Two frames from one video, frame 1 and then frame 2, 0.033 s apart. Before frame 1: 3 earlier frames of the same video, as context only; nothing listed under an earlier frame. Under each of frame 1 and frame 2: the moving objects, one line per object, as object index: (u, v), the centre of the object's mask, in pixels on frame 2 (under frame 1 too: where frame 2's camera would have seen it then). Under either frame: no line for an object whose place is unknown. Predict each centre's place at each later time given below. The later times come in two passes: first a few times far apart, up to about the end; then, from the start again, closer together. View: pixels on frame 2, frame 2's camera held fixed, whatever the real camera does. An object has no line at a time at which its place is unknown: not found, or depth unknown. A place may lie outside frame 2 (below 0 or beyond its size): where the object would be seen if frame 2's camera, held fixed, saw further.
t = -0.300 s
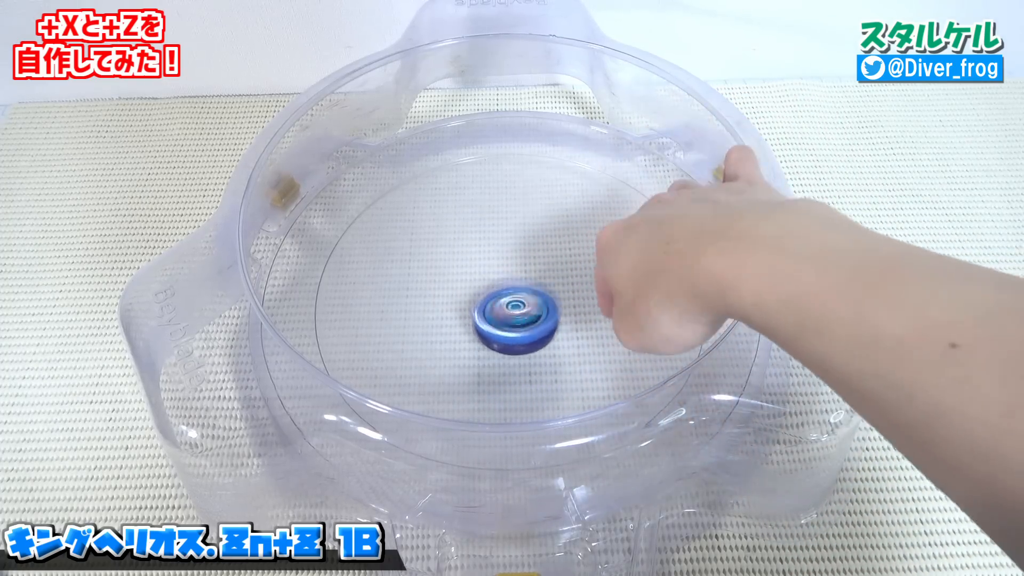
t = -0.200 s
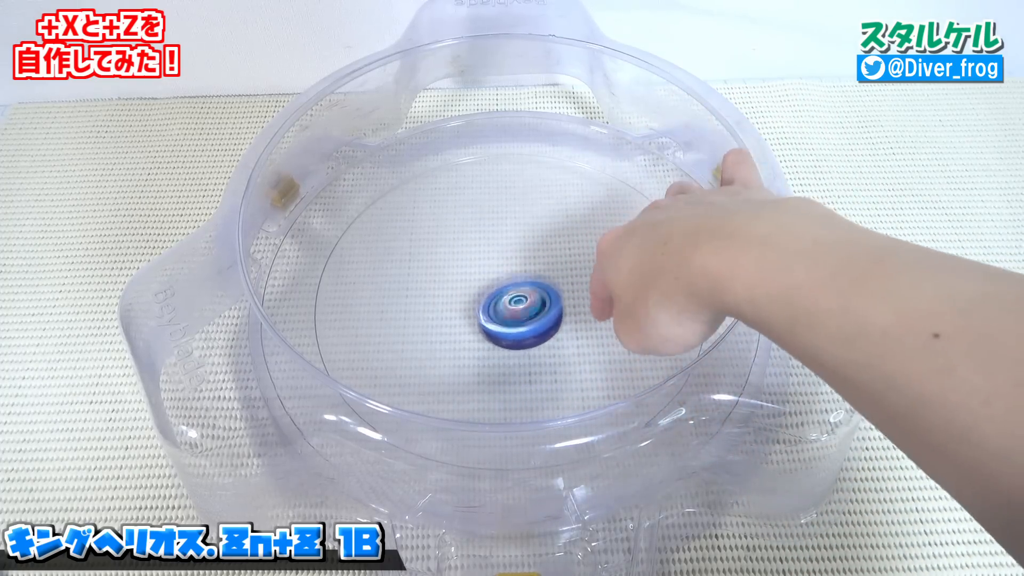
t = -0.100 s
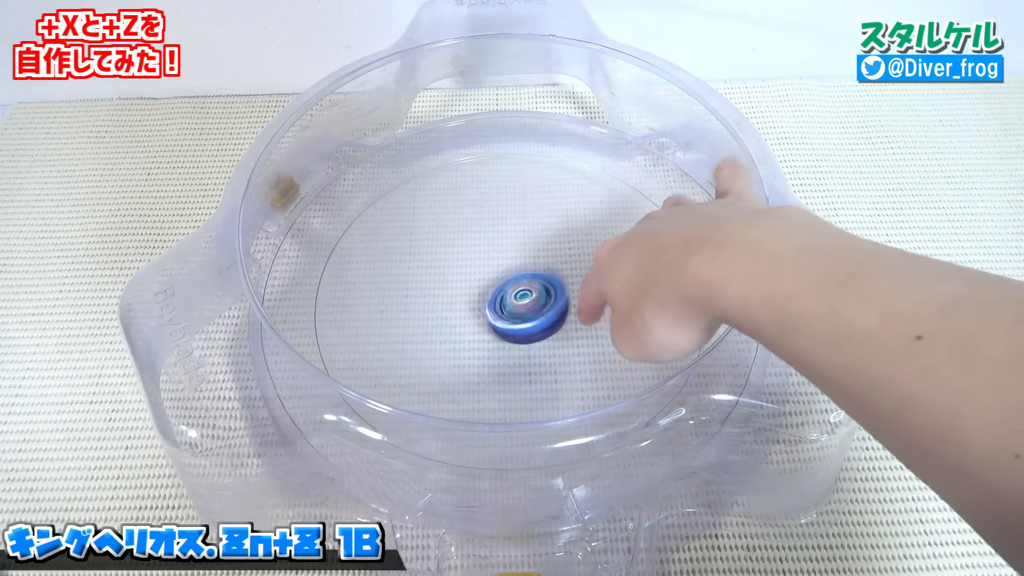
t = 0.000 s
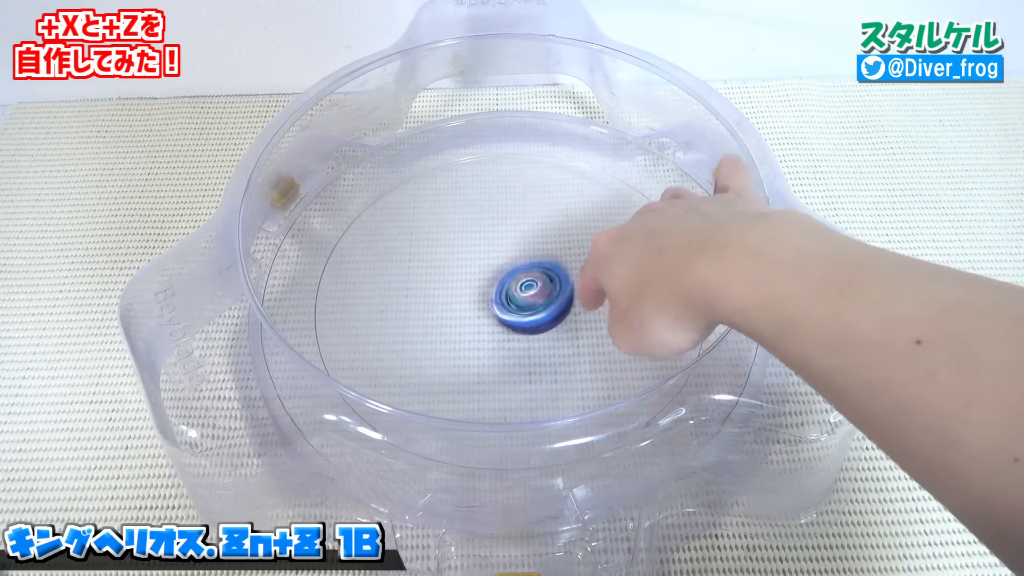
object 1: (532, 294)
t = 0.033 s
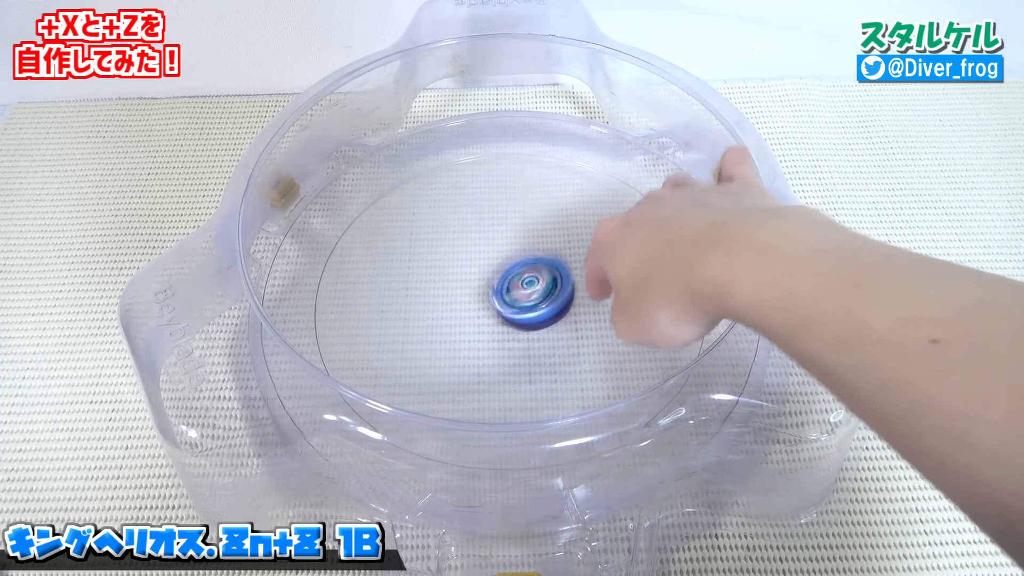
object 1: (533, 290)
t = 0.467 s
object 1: (520, 260)
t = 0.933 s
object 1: (487, 291)
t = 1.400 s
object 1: (517, 297)
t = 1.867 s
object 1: (527, 271)
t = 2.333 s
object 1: (493, 286)
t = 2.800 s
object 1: (515, 289)
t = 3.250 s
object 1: (514, 270)
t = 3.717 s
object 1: (510, 285)
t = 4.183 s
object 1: (510, 280)
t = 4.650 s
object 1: (514, 271)
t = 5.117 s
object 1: (503, 277)
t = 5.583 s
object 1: (502, 278)
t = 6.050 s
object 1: (498, 273)
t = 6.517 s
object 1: (508, 276)
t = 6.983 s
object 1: (514, 278)
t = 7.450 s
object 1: (511, 275)
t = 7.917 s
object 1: (512, 284)
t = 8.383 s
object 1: (503, 283)
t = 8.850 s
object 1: (504, 288)
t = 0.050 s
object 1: (533, 288)
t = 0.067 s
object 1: (534, 286)
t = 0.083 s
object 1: (534, 283)
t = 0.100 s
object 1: (534, 281)
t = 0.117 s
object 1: (534, 279)
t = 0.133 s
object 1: (535, 277)
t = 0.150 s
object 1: (535, 275)
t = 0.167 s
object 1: (534, 274)
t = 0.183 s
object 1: (533, 272)
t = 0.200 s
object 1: (533, 271)
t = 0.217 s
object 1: (533, 270)
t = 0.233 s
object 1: (533, 268)
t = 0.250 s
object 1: (532, 266)
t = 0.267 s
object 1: (531, 265)
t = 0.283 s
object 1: (531, 264)
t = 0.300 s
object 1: (531, 263)
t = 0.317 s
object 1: (530, 262)
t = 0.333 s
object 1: (529, 262)
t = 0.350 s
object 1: (527, 261)
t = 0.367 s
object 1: (526, 261)
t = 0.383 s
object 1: (525, 260)
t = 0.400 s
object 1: (524, 260)
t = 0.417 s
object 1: (524, 261)
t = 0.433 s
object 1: (523, 261)
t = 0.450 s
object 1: (521, 261)
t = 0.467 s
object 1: (520, 260)
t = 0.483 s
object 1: (519, 261)
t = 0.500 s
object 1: (518, 261)
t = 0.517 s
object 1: (517, 261)
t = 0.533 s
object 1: (516, 262)
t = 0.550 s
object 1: (515, 262)
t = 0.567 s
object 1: (513, 263)
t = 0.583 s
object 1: (512, 263)
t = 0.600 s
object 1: (510, 263)
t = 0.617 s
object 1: (508, 263)
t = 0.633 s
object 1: (506, 264)
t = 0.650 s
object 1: (505, 266)
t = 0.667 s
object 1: (504, 267)
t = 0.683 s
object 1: (502, 269)
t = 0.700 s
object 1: (500, 270)
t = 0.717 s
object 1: (498, 271)
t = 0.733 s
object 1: (497, 272)
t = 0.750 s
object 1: (496, 273)
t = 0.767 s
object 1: (495, 275)
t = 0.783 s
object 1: (493, 277)
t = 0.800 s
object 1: (492, 279)
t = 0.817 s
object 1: (491, 279)
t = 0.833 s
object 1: (490, 282)
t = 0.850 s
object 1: (490, 283)
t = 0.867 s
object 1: (489, 285)
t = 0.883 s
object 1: (488, 286)
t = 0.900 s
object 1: (487, 288)
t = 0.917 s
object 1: (486, 290)
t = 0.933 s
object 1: (487, 291)
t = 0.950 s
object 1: (486, 293)
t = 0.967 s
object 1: (486, 294)
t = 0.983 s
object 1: (487, 295)
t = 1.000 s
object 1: (486, 297)
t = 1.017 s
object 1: (487, 297)
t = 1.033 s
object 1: (487, 297)
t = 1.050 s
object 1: (487, 298)
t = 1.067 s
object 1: (487, 299)
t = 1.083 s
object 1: (487, 302)
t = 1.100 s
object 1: (488, 303)
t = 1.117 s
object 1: (490, 299)
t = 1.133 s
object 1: (491, 299)
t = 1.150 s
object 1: (493, 299)
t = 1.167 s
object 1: (494, 301)
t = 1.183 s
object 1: (495, 301)
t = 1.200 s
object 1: (496, 301)
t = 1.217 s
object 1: (496, 301)
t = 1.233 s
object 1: (498, 301)
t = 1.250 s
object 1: (499, 301)
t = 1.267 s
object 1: (501, 302)
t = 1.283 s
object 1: (503, 301)
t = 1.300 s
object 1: (505, 300)
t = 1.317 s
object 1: (506, 300)
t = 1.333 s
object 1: (508, 299)
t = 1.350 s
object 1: (510, 298)
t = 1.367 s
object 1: (511, 298)
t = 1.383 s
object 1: (514, 298)
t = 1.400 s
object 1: (517, 297)
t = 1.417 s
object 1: (518, 295)
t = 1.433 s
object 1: (519, 295)
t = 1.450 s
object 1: (520, 293)
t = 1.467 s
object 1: (522, 292)
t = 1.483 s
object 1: (523, 291)
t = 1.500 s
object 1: (525, 290)
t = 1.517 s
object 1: (526, 289)
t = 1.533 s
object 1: (528, 286)
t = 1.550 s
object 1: (530, 286)
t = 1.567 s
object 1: (531, 284)
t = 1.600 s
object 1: (530, 283)
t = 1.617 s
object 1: (530, 282)
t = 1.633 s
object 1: (530, 281)
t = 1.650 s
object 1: (530, 280)
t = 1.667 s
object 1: (531, 279)
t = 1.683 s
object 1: (533, 278)
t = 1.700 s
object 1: (534, 277)
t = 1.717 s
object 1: (534, 276)
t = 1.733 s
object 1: (533, 275)
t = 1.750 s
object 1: (532, 275)
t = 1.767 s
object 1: (531, 275)
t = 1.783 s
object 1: (530, 276)
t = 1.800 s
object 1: (529, 275)
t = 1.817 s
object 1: (528, 273)
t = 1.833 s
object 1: (528, 272)
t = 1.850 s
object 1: (528, 271)
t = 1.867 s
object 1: (527, 271)
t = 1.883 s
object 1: (526, 271)
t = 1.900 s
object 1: (524, 271)
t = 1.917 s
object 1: (524, 273)
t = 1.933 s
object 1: (522, 272)
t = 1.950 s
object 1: (520, 272)
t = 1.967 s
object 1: (518, 271)
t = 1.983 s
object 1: (517, 271)
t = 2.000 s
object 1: (516, 272)
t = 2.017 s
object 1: (515, 272)
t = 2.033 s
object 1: (514, 273)
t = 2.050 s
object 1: (512, 273)
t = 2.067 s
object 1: (511, 273)
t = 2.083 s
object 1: (509, 274)
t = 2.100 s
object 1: (506, 274)
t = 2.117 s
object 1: (505, 274)
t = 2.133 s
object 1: (504, 276)
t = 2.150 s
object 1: (503, 276)
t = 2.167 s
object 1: (502, 277)
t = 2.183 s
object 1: (500, 277)
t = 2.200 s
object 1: (498, 278)
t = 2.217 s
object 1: (497, 278)
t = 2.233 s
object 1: (496, 280)
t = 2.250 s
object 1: (495, 281)
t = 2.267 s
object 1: (494, 283)
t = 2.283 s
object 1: (493, 283)
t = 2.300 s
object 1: (493, 285)
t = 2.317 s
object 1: (494, 285)
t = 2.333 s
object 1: (493, 286)
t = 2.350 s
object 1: (492, 288)
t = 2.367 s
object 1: (491, 289)
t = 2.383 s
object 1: (490, 290)
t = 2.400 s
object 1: (489, 289)
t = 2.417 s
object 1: (490, 291)
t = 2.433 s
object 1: (491, 291)
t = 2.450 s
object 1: (492, 290)
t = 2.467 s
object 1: (492, 291)
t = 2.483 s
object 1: (493, 290)
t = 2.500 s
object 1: (494, 291)
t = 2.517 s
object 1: (494, 292)
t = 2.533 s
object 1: (495, 292)
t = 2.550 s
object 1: (496, 293)
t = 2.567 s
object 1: (497, 294)
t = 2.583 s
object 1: (498, 293)
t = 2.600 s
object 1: (499, 294)
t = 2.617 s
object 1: (500, 294)
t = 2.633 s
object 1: (501, 294)
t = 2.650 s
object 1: (501, 294)
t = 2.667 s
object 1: (503, 293)
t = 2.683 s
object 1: (504, 294)
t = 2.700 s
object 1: (505, 293)
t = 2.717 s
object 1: (507, 293)
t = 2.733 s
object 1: (509, 292)
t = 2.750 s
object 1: (511, 292)
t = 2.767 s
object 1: (513, 291)
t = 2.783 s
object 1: (513, 291)
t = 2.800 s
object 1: (515, 289)
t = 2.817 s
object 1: (516, 290)
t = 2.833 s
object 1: (518, 290)
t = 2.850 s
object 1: (518, 289)
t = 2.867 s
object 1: (519, 288)
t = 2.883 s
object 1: (520, 286)
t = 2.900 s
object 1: (521, 285)
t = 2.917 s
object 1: (523, 285)
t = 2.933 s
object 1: (524, 284)
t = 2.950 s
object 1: (525, 283)
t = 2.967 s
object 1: (524, 283)
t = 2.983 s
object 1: (525, 282)
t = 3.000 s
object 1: (522, 281)
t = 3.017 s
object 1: (524, 282)
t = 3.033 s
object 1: (523, 280)
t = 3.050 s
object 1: (524, 278)
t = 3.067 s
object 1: (523, 277)
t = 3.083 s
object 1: (523, 278)
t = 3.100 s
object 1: (521, 277)
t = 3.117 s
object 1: (520, 276)
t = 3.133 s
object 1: (519, 276)
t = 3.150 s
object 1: (519, 274)
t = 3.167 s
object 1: (519, 273)
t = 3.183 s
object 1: (518, 271)
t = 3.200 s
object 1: (517, 270)
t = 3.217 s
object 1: (517, 270)
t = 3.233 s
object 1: (515, 270)
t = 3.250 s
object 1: (514, 270)
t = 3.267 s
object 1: (511, 271)
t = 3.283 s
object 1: (511, 273)
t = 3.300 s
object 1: (509, 274)
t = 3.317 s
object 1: (509, 275)
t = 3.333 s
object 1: (508, 276)
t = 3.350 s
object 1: (507, 276)
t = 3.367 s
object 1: (506, 276)
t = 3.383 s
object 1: (505, 275)
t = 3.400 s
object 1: (504, 276)
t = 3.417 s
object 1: (505, 277)
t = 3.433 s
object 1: (504, 278)
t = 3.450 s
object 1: (506, 279)
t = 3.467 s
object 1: (505, 280)
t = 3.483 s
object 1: (505, 280)
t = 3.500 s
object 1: (503, 281)
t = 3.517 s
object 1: (502, 281)
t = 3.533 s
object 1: (501, 283)
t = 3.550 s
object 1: (501, 283)
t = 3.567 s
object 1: (501, 284)
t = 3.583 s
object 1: (502, 284)
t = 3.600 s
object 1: (502, 284)
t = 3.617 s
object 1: (504, 283)
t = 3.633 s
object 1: (504, 283)
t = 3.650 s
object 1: (506, 283)
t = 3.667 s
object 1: (507, 283)
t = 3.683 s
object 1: (508, 283)
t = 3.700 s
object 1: (509, 284)
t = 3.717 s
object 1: (510, 285)
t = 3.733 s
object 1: (511, 286)
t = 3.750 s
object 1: (511, 286)
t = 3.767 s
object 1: (512, 285)
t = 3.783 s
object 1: (511, 285)
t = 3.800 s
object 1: (511, 285)
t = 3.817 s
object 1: (510, 284)
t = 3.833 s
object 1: (508, 284)
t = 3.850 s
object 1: (508, 283)
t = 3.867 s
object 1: (507, 283)
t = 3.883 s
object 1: (507, 281)
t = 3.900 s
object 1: (509, 283)
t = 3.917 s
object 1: (509, 281)
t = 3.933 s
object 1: (510, 281)
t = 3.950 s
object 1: (509, 280)
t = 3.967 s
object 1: (509, 279)
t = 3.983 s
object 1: (509, 279)
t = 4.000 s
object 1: (509, 278)
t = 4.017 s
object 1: (509, 278)
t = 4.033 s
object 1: (510, 278)
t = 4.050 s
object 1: (510, 279)
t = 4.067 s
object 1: (509, 280)
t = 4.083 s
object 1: (509, 280)
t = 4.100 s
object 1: (510, 280)
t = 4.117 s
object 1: (509, 280)
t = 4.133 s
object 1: (509, 279)
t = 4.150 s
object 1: (509, 279)
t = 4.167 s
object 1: (509, 280)
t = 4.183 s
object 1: (510, 280)
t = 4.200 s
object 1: (510, 281)
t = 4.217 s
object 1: (511, 279)
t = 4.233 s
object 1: (509, 280)
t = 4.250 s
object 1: (509, 280)
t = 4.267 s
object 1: (508, 280)
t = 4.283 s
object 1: (507, 281)
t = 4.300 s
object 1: (507, 280)
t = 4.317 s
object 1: (506, 279)
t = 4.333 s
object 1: (506, 279)
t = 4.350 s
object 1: (505, 278)
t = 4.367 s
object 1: (505, 276)
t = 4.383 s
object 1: (506, 276)
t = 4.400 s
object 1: (505, 277)
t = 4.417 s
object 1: (506, 277)
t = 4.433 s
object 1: (506, 277)
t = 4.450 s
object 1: (506, 278)
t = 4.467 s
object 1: (506, 277)
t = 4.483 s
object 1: (505, 278)
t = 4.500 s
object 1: (505, 279)
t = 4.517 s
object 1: (506, 279)
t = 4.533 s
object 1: (507, 278)
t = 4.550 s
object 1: (509, 278)
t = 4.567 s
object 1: (510, 277)
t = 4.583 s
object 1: (512, 276)
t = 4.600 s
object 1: (513, 275)
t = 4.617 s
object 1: (514, 275)
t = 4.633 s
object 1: (515, 272)
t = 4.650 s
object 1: (514, 271)
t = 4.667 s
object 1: (514, 271)
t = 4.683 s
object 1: (512, 271)
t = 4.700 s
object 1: (511, 273)
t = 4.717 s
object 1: (512, 274)
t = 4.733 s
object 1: (513, 278)
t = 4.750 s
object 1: (513, 278)
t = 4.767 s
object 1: (515, 279)
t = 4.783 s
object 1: (517, 279)
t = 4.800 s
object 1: (517, 279)
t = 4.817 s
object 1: (517, 277)
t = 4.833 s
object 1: (515, 278)
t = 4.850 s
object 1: (513, 277)
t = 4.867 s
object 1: (511, 278)
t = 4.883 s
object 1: (510, 277)
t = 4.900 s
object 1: (508, 278)
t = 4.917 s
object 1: (506, 280)
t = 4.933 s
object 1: (505, 281)
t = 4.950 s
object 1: (505, 282)
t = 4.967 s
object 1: (505, 283)
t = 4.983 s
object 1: (506, 283)
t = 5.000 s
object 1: (507, 283)
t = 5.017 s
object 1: (508, 282)
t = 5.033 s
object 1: (508, 282)
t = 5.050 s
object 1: (507, 279)
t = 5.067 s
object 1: (507, 278)
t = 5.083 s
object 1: (505, 278)
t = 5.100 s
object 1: (503, 278)
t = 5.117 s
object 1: (503, 277)
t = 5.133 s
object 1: (503, 281)
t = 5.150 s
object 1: (503, 282)
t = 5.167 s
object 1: (503, 282)
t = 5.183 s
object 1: (504, 282)
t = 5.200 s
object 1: (504, 282)
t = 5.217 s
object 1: (505, 282)
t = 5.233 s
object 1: (505, 282)
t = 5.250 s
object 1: (505, 280)
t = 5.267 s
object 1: (505, 280)
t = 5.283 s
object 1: (505, 280)
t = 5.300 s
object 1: (506, 279)
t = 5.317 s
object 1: (504, 279)
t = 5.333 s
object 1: (504, 279)
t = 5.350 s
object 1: (504, 279)
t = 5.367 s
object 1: (504, 278)
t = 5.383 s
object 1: (504, 279)
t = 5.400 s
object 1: (504, 278)
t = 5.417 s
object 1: (503, 278)
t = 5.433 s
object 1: (503, 279)
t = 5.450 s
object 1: (503, 278)
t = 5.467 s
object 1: (503, 278)
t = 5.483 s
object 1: (502, 278)
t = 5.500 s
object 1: (502, 278)
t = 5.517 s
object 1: (503, 278)
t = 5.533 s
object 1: (502, 278)
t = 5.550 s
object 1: (501, 278)
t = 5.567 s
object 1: (502, 278)
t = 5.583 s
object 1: (502, 278)
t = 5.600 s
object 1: (502, 278)
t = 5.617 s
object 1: (502, 277)
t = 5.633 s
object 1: (502, 277)
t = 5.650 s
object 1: (502, 279)
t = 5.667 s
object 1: (502, 279)
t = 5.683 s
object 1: (502, 278)
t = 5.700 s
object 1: (503, 277)
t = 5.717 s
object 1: (503, 276)
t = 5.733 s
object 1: (503, 276)
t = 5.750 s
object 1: (503, 276)
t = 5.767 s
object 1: (503, 277)
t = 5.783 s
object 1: (503, 277)
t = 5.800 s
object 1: (503, 277)
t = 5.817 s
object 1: (503, 277)
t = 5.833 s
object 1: (503, 277)
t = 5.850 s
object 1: (502, 276)
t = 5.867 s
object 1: (502, 275)
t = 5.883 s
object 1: (501, 275)
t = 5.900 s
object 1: (501, 274)
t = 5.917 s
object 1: (501, 273)
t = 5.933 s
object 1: (500, 273)
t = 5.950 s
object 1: (500, 273)
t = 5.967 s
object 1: (499, 273)
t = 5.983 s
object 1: (500, 272)
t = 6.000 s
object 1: (498, 273)
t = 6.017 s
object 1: (498, 273)
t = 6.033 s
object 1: (497, 274)
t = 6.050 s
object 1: (498, 273)
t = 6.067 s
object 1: (497, 274)
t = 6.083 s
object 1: (496, 274)
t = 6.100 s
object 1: (497, 275)
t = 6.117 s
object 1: (497, 276)
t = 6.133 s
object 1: (496, 276)
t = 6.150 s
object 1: (497, 278)
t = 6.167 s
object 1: (498, 278)
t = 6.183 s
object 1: (498, 279)
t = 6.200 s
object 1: (498, 279)
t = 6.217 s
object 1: (499, 279)
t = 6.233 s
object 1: (500, 280)
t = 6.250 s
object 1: (500, 279)
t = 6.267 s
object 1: (500, 279)
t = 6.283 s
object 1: (501, 278)
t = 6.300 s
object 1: (501, 278)
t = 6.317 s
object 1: (501, 278)
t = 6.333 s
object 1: (501, 278)
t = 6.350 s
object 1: (501, 278)
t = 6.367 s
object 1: (502, 277)
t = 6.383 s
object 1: (502, 278)
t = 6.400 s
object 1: (504, 277)
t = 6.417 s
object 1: (503, 277)
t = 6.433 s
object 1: (503, 277)
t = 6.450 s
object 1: (505, 277)
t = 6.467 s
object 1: (506, 276)
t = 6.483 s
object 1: (507, 276)
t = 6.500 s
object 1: (507, 276)
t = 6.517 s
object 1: (508, 276)
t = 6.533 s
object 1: (508, 276)
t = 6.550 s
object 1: (510, 276)
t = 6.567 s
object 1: (511, 277)
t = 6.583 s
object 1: (511, 277)
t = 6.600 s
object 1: (510, 277)
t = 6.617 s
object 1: (509, 277)
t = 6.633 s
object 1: (510, 277)
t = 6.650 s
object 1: (510, 277)
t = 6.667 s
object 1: (510, 278)
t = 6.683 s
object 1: (510, 278)
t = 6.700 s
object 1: (511, 278)
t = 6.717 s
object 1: (512, 279)
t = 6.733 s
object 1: (513, 280)
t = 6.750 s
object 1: (513, 280)
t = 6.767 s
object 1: (514, 280)
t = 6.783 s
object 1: (515, 280)
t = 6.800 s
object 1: (516, 280)
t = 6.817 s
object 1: (516, 280)
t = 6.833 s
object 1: (516, 280)
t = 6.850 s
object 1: (517, 278)
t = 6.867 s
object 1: (517, 278)
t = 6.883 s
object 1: (517, 278)
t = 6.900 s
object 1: (517, 278)
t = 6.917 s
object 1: (517, 278)
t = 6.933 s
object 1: (516, 277)
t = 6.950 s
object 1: (516, 276)
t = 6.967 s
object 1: (515, 277)
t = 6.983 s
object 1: (514, 278)
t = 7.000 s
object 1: (514, 277)
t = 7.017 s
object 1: (513, 276)
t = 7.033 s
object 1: (512, 277)
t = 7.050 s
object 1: (511, 277)
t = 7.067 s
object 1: (510, 278)
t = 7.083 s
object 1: (510, 279)
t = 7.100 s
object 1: (510, 279)
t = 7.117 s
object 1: (510, 279)
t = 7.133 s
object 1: (510, 280)
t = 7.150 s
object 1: (510, 281)
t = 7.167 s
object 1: (511, 283)
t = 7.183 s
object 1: (511, 283)
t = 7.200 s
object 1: (511, 283)
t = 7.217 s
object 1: (512, 283)
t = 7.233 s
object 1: (512, 283)
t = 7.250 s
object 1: (513, 283)
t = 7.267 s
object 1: (514, 282)
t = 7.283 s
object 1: (514, 282)
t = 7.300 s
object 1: (514, 282)
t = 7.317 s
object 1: (515, 281)
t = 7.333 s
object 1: (515, 278)
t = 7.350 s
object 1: (515, 278)
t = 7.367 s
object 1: (515, 278)
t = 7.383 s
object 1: (514, 277)
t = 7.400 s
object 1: (515, 275)
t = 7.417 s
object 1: (513, 275)
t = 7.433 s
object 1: (512, 275)
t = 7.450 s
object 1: (511, 275)
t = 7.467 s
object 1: (510, 274)
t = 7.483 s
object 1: (509, 275)
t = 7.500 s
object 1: (508, 275)
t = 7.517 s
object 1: (507, 275)
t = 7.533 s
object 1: (506, 276)
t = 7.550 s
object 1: (506, 277)
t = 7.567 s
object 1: (505, 278)
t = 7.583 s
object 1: (504, 279)
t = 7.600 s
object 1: (504, 281)
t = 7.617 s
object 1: (505, 281)
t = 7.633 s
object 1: (506, 283)
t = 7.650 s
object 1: (507, 284)
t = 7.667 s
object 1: (508, 284)
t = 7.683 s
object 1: (508, 284)
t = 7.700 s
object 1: (509, 284)
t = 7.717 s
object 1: (510, 284)
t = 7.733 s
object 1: (511, 284)
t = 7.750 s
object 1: (511, 284)
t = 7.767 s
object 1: (511, 284)
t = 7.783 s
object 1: (512, 284)
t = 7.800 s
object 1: (512, 284)
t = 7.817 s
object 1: (512, 284)
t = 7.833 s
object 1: (512, 283)
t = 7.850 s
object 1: (512, 284)
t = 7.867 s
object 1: (512, 284)
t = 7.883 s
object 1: (512, 284)
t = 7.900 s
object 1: (512, 284)
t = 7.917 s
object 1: (512, 284)
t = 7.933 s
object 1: (511, 285)
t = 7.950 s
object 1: (511, 285)
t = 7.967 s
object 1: (511, 285)
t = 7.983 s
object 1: (511, 283)
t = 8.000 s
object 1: (512, 282)
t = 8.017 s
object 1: (511, 282)
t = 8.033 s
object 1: (511, 282)
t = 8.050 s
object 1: (511, 282)
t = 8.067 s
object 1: (512, 281)
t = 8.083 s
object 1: (512, 280)
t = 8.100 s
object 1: (511, 280)
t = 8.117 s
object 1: (511, 280)
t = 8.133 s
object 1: (510, 280)
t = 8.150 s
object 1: (509, 280)
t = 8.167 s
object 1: (509, 280)
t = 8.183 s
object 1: (508, 280)
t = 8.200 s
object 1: (508, 280)
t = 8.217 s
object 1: (508, 280)
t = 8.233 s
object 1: (506, 281)
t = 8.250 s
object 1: (506, 281)
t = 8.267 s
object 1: (506, 280)
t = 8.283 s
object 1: (506, 280)
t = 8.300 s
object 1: (505, 281)
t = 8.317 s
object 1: (504, 281)
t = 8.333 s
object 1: (504, 281)
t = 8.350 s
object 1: (503, 282)
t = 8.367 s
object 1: (503, 282)
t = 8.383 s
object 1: (503, 283)
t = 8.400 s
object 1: (503, 283)
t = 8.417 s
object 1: (503, 284)
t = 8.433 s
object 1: (502, 284)
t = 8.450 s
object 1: (502, 285)
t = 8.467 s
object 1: (502, 285)
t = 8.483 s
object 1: (502, 286)
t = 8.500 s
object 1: (502, 286)
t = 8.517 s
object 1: (502, 287)
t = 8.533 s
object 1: (502, 287)
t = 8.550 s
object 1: (502, 287)
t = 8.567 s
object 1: (502, 287)
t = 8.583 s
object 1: (502, 287)
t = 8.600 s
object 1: (502, 287)
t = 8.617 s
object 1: (502, 287)
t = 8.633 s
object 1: (502, 287)
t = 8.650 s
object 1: (503, 287)
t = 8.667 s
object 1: (503, 287)
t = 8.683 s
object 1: (503, 287)
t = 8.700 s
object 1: (503, 287)
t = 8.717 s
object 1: (503, 287)
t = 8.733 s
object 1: (503, 287)
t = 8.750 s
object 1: (503, 287)
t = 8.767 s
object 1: (503, 287)
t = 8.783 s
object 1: (503, 288)
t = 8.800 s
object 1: (503, 288)
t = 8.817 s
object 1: (503, 288)
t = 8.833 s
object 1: (504, 288)
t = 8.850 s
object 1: (504, 288)
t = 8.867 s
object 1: (504, 288)
